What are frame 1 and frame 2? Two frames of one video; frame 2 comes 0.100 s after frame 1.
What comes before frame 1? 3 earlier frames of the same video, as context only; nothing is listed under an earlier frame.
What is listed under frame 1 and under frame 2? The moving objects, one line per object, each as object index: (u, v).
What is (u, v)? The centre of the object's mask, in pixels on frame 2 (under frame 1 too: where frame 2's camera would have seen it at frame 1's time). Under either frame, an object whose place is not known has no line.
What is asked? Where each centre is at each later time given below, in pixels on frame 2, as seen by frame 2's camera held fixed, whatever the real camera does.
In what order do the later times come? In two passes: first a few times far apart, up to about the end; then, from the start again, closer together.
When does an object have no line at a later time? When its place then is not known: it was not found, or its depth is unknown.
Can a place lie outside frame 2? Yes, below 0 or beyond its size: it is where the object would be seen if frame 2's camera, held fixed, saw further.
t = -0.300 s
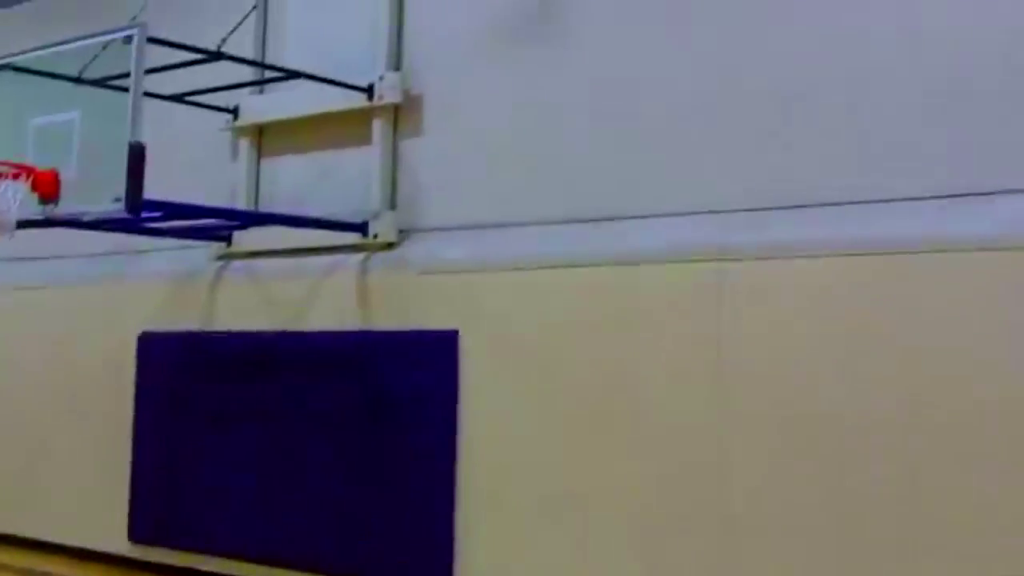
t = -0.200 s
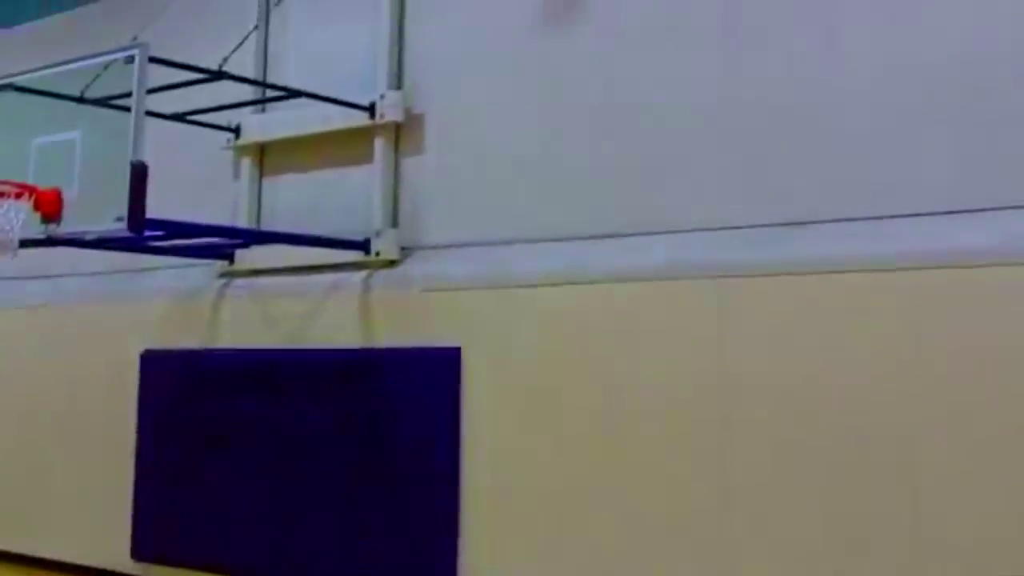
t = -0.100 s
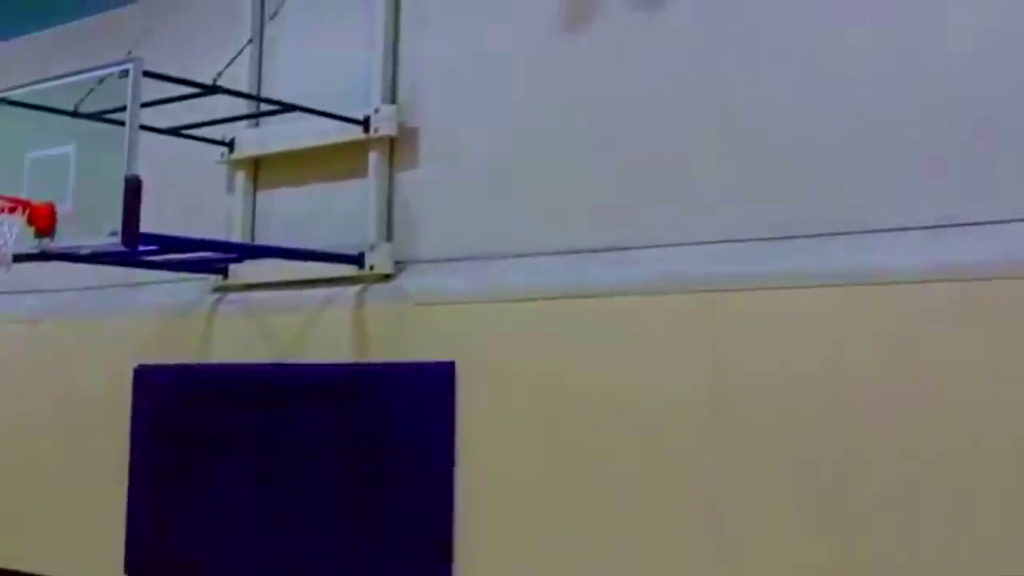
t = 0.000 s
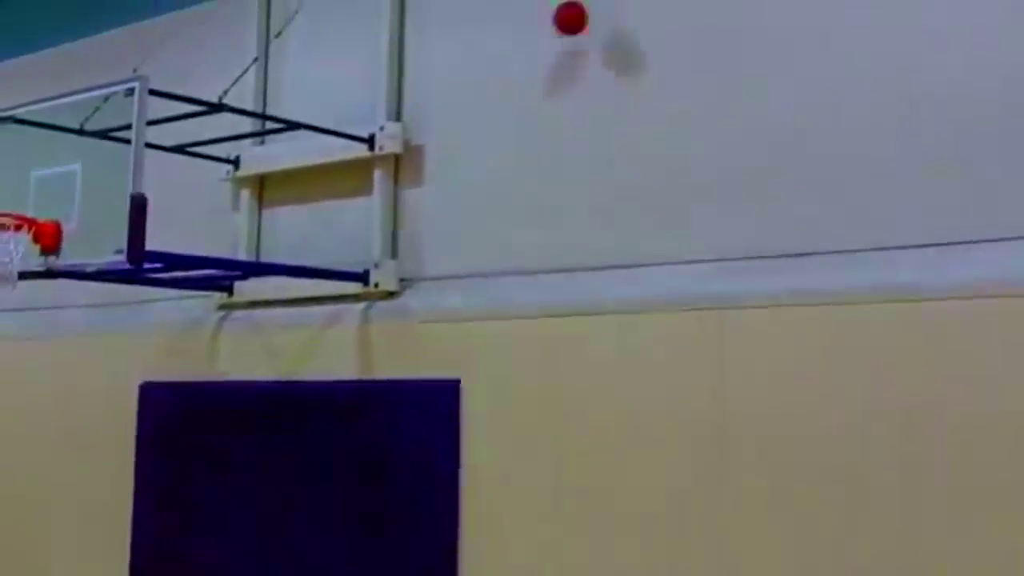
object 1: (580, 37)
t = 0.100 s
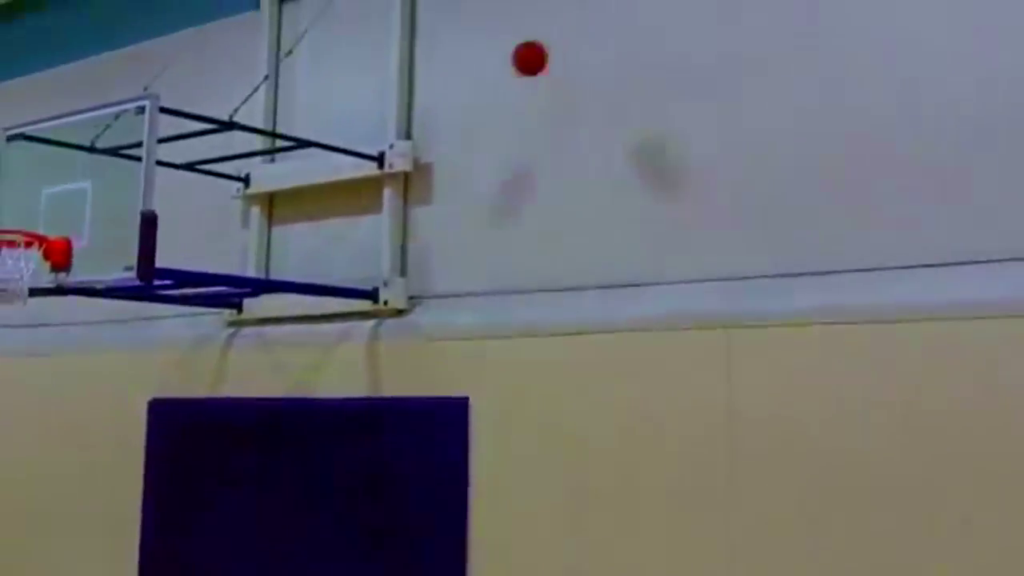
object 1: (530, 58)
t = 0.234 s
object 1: (456, 112)
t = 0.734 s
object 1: (128, 645)
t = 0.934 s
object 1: (15, 593)
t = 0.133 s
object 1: (511, 69)
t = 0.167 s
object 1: (493, 81)
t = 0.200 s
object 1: (475, 95)
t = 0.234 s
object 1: (456, 112)
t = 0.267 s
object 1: (437, 130)
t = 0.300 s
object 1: (417, 149)
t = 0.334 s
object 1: (396, 170)
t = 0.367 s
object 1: (378, 194)
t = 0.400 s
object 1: (358, 222)
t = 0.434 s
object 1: (338, 251)
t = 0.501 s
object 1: (296, 316)
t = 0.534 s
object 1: (274, 352)
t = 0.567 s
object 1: (252, 394)
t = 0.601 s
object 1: (228, 434)
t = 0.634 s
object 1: (205, 481)
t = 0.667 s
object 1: (181, 531)
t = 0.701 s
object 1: (156, 584)
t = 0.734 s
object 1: (128, 645)
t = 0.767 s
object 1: (99, 710)
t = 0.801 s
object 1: (75, 739)
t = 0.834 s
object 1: (59, 699)
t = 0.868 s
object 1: (48, 661)
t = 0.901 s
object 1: (32, 626)
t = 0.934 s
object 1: (15, 593)
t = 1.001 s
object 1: (-15, 530)
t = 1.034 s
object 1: (-32, 502)
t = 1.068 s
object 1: (-49, 475)
